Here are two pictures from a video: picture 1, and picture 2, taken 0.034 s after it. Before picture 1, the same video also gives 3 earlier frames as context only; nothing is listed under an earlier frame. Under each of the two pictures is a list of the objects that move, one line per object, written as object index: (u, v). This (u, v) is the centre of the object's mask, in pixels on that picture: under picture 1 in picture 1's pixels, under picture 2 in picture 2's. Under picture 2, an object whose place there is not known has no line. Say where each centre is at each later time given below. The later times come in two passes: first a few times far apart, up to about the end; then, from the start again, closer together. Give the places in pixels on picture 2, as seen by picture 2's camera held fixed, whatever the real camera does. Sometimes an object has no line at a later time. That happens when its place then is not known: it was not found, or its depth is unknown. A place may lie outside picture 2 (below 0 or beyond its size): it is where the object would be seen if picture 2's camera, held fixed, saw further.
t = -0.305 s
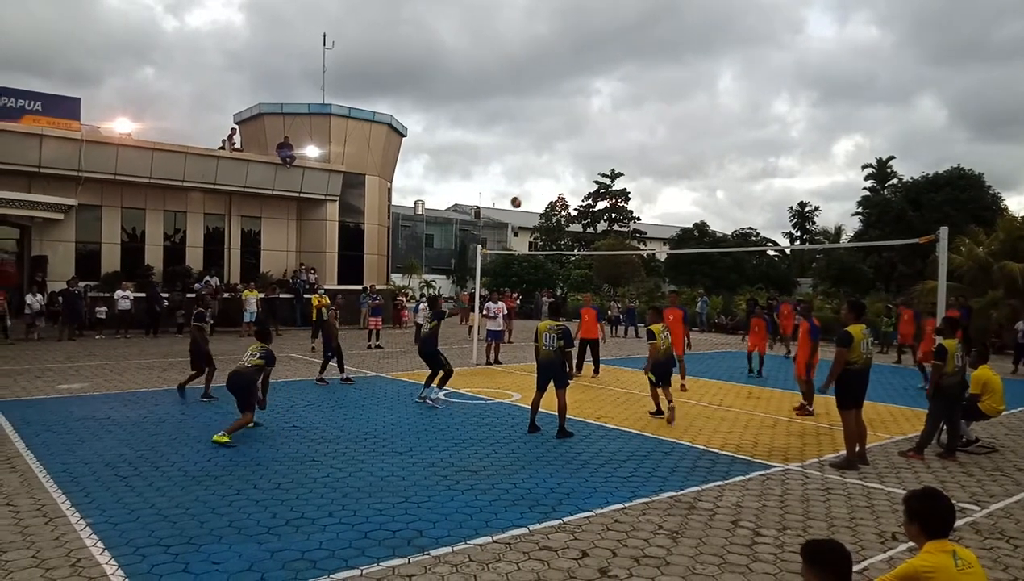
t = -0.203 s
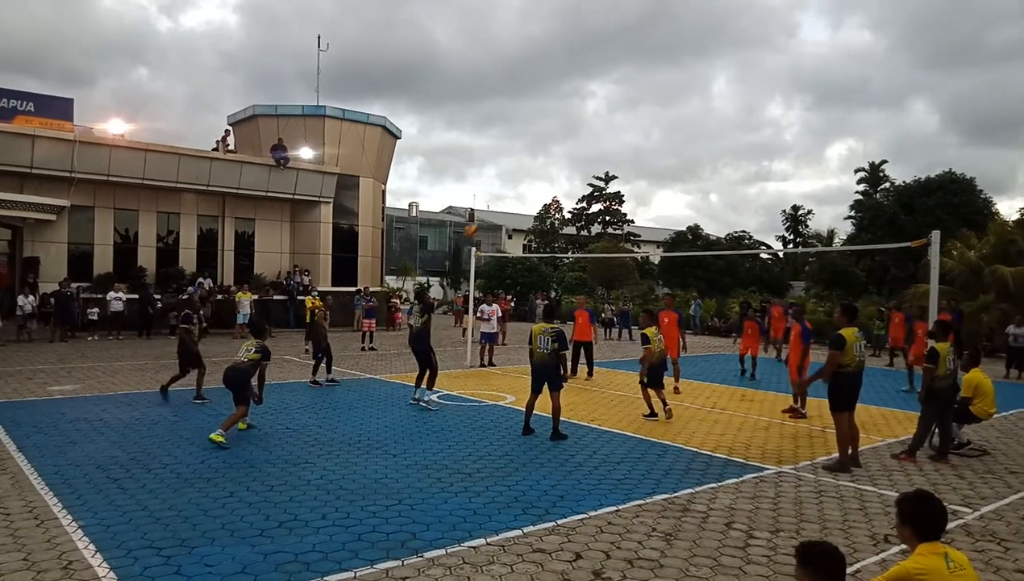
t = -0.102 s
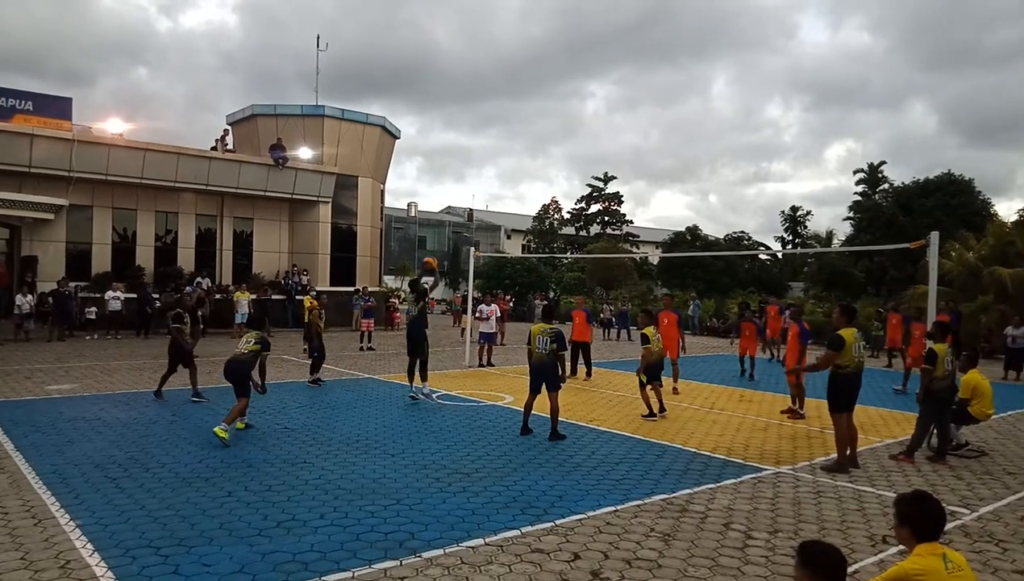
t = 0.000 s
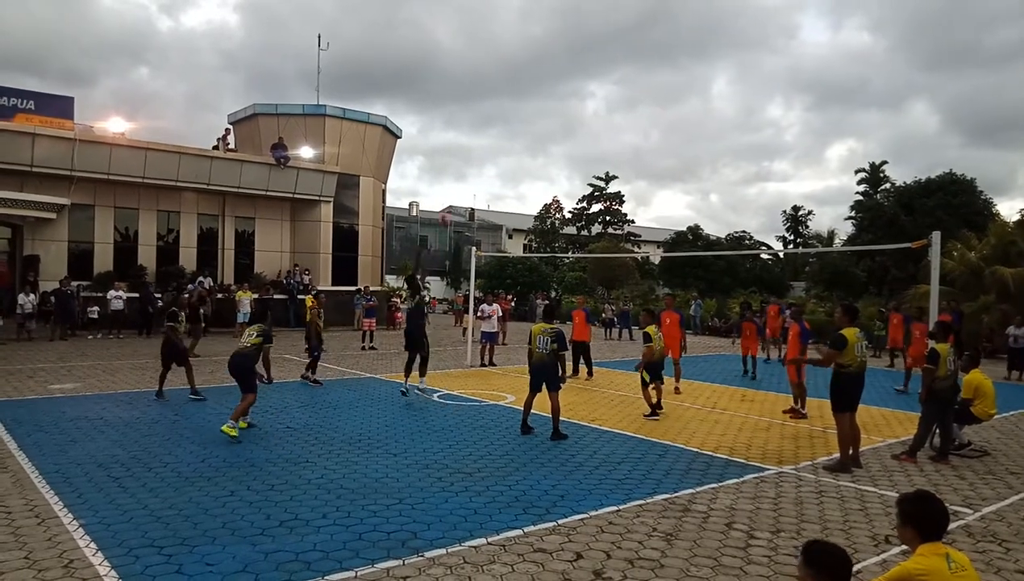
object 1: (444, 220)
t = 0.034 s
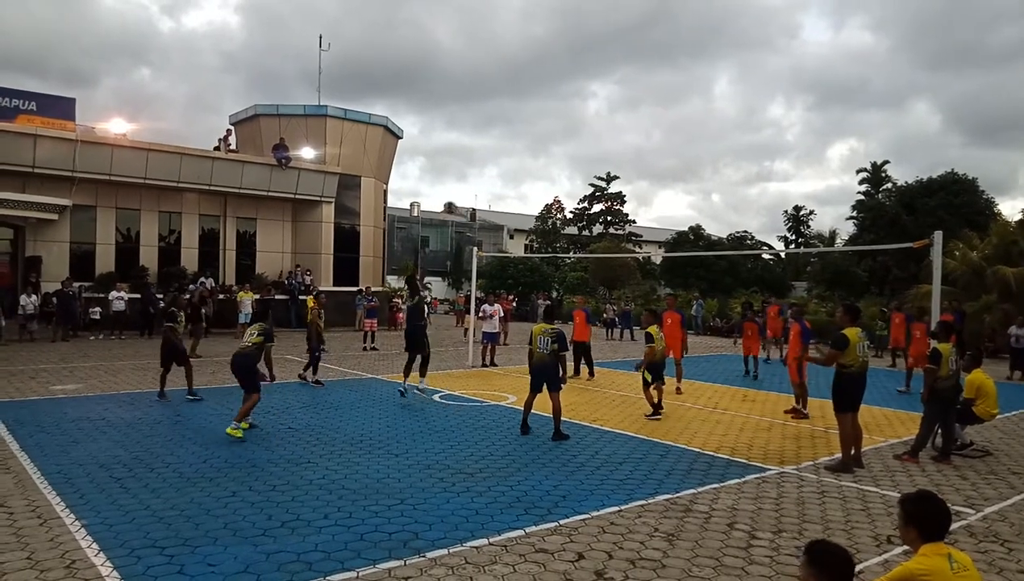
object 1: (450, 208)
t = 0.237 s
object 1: (482, 138)
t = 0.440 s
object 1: (514, 95)
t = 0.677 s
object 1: (548, 78)
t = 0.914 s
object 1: (581, 97)
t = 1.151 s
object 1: (612, 154)
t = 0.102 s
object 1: (461, 181)
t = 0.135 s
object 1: (466, 169)
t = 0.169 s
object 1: (472, 158)
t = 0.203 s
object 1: (477, 148)
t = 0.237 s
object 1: (482, 138)
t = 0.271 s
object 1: (488, 129)
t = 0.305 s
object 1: (493, 120)
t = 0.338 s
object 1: (498, 113)
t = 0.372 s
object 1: (503, 106)
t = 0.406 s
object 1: (509, 100)
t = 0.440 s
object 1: (514, 95)
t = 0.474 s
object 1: (518, 90)
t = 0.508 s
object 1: (523, 87)
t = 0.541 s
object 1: (528, 83)
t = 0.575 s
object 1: (534, 81)
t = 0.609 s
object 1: (539, 79)
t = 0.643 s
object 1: (544, 78)
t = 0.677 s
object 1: (548, 78)
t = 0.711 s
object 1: (553, 79)
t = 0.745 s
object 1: (558, 80)
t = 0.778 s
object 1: (563, 82)
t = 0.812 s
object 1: (568, 85)
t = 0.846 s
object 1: (572, 88)
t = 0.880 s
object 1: (577, 92)
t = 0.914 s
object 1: (581, 97)
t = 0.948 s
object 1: (586, 103)
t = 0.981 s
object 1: (590, 110)
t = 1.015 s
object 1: (595, 117)
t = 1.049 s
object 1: (599, 125)
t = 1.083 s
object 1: (603, 133)
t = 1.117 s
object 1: (608, 143)
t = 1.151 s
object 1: (612, 154)
